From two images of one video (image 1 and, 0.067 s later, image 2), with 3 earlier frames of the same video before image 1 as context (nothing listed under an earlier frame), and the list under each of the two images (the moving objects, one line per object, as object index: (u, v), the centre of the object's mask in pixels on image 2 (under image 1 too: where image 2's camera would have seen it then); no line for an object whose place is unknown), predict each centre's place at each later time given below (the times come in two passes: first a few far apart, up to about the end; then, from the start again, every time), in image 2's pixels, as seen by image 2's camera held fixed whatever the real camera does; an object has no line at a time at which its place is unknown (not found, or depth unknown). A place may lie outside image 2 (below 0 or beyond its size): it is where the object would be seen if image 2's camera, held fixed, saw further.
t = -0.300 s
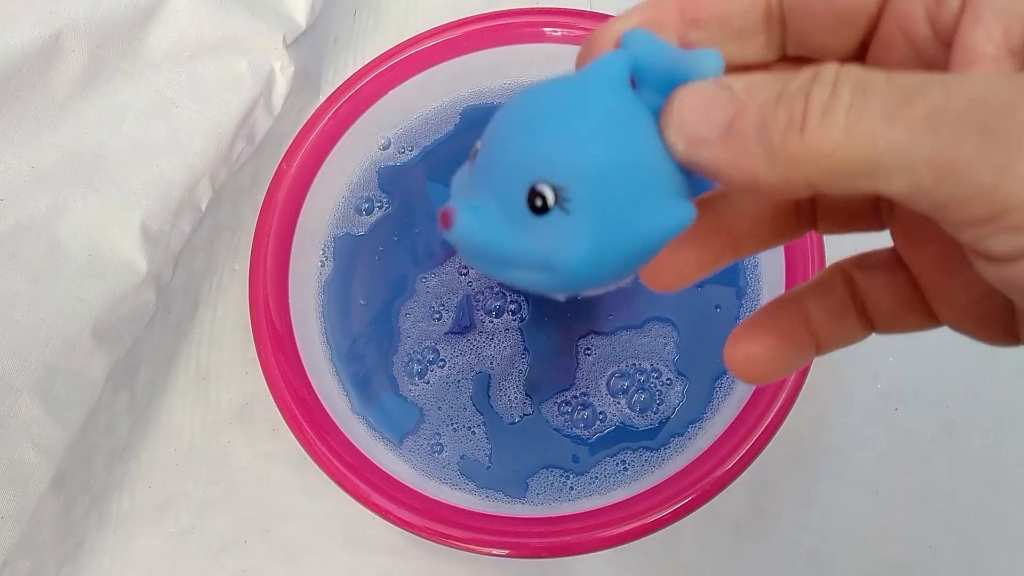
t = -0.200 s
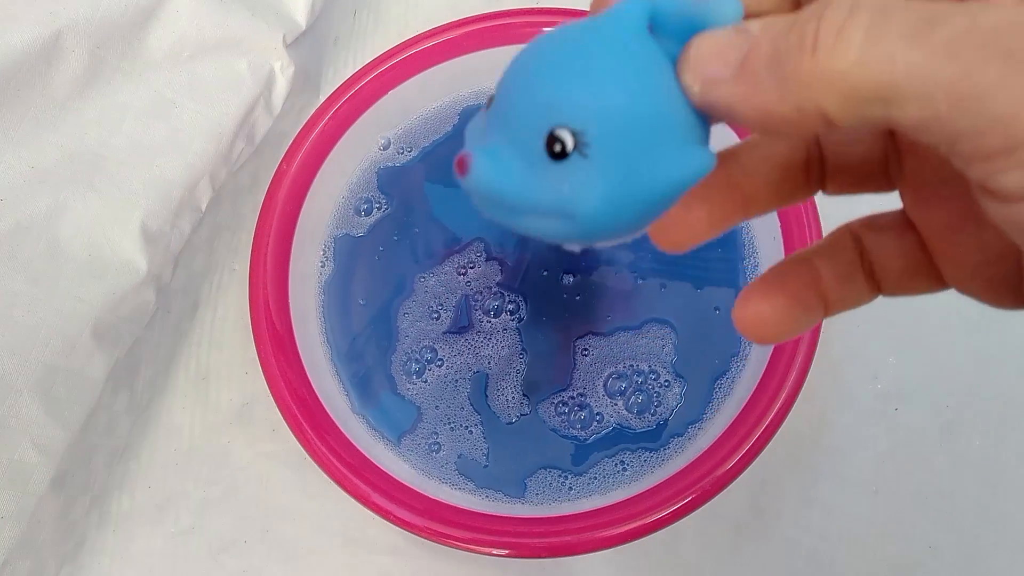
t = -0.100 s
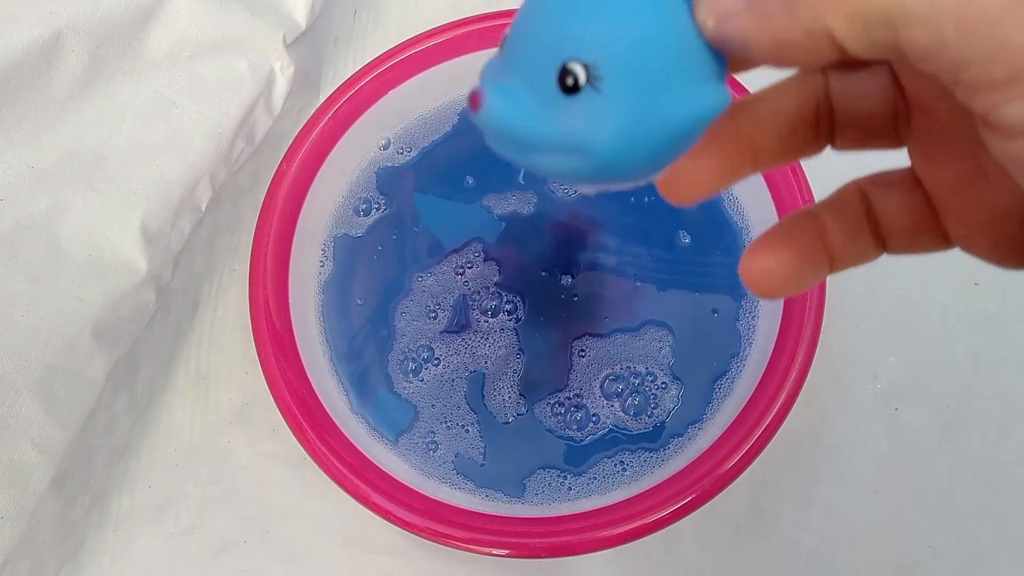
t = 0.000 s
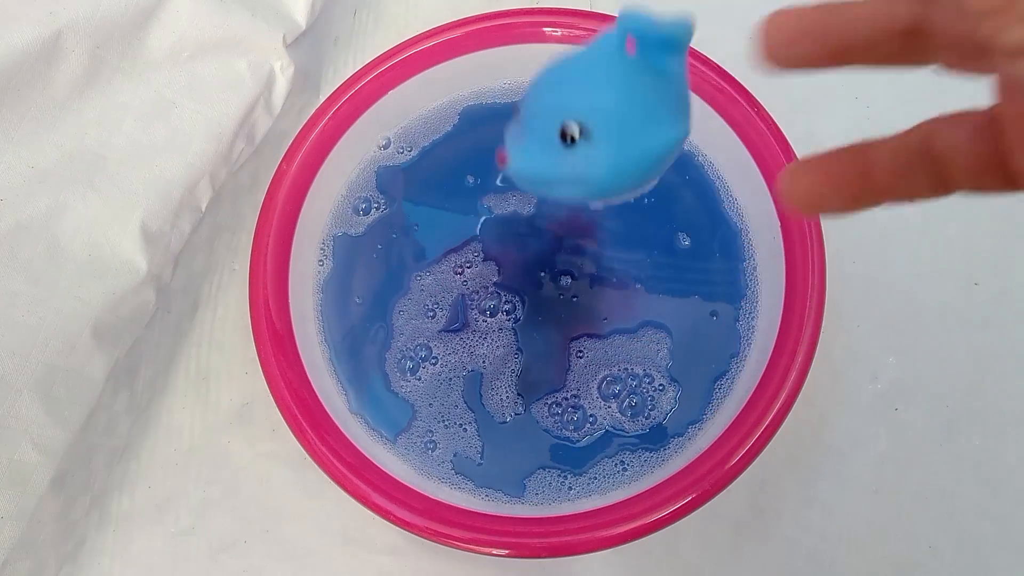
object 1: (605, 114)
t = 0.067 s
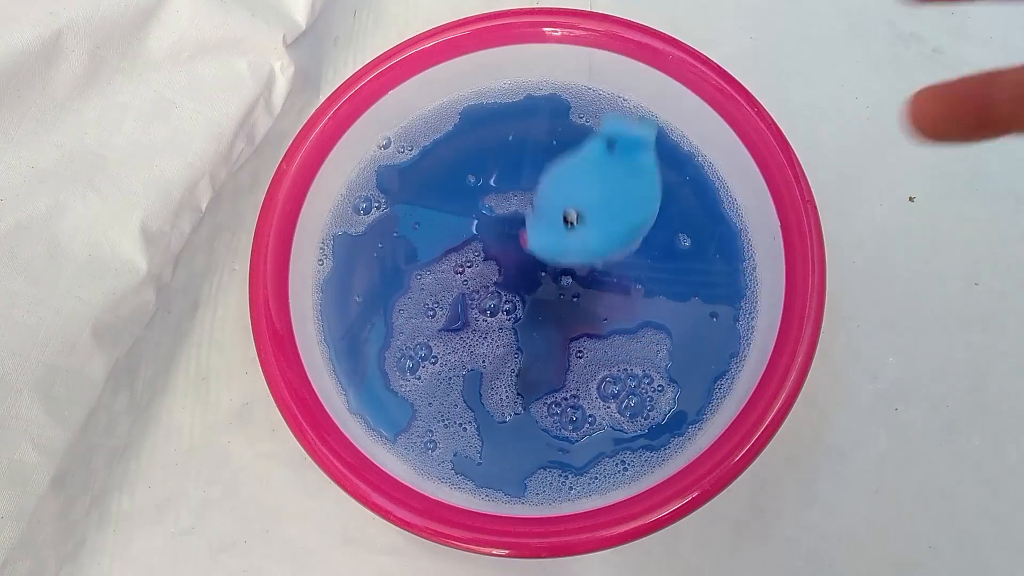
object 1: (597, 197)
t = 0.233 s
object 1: (581, 326)
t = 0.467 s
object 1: (576, 279)
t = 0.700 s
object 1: (565, 282)
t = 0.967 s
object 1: (557, 278)
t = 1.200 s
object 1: (558, 278)
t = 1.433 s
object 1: (544, 275)
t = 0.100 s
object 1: (594, 236)
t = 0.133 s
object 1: (591, 271)
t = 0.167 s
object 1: (589, 301)
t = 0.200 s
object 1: (588, 323)
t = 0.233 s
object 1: (581, 326)
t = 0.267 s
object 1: (584, 317)
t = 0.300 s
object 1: (582, 315)
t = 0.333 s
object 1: (581, 309)
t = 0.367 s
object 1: (579, 298)
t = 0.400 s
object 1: (581, 289)
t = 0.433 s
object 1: (579, 283)
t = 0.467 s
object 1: (576, 279)
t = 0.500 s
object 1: (573, 278)
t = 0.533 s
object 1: (570, 278)
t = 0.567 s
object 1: (568, 279)
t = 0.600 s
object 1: (566, 280)
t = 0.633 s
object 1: (565, 282)
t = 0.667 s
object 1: (565, 282)
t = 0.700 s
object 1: (565, 282)
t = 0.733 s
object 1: (564, 283)
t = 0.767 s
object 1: (564, 283)
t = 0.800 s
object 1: (563, 284)
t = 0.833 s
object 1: (562, 285)
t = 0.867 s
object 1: (561, 284)
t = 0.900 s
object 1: (559, 283)
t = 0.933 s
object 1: (558, 280)
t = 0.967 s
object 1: (557, 278)
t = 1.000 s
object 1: (557, 278)
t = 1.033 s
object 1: (558, 279)
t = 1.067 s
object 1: (560, 282)
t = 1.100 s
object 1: (562, 283)
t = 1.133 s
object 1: (562, 283)
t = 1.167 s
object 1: (561, 281)
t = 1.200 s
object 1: (558, 278)
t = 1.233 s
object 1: (553, 274)
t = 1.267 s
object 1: (548, 270)
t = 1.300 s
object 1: (545, 270)
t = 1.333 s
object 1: (543, 272)
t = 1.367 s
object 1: (543, 275)
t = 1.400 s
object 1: (543, 276)
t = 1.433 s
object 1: (544, 275)
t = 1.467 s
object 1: (543, 274)
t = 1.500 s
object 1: (542, 274)
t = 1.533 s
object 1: (540, 274)
